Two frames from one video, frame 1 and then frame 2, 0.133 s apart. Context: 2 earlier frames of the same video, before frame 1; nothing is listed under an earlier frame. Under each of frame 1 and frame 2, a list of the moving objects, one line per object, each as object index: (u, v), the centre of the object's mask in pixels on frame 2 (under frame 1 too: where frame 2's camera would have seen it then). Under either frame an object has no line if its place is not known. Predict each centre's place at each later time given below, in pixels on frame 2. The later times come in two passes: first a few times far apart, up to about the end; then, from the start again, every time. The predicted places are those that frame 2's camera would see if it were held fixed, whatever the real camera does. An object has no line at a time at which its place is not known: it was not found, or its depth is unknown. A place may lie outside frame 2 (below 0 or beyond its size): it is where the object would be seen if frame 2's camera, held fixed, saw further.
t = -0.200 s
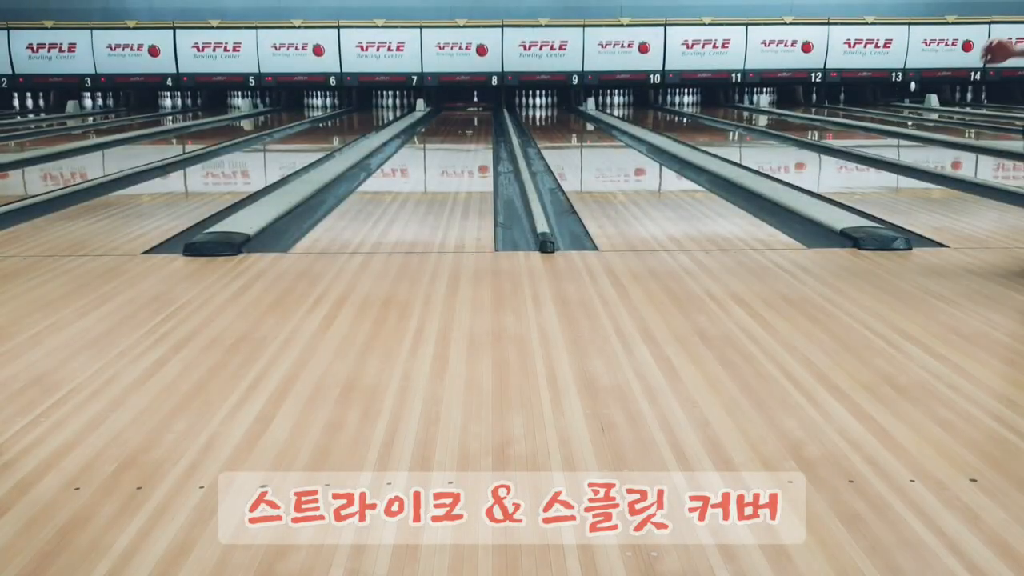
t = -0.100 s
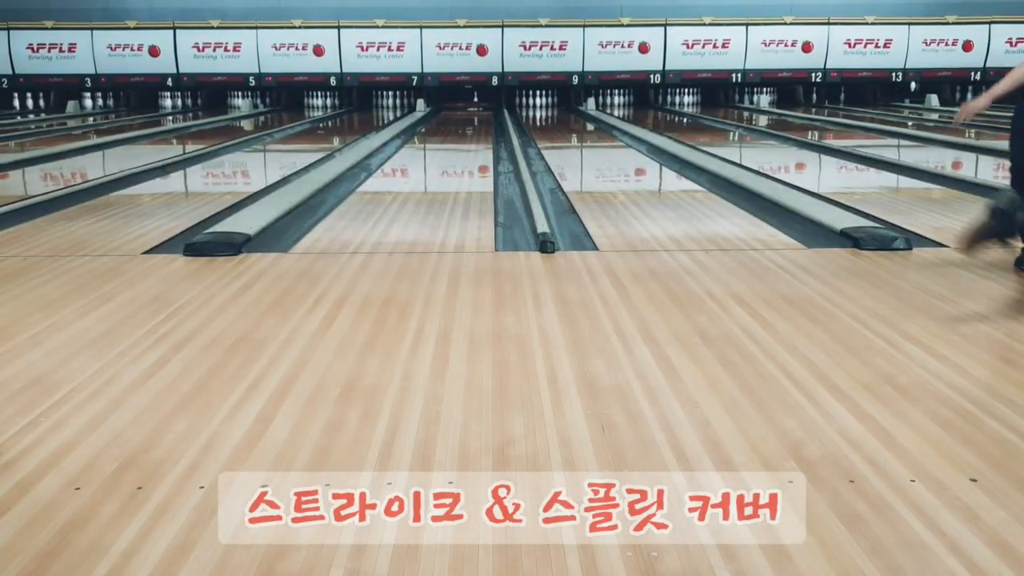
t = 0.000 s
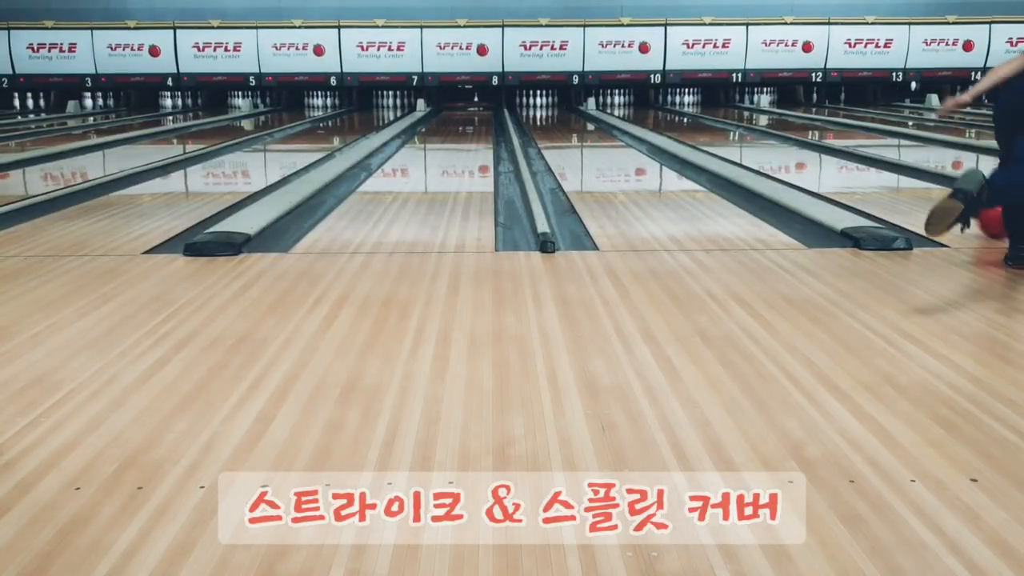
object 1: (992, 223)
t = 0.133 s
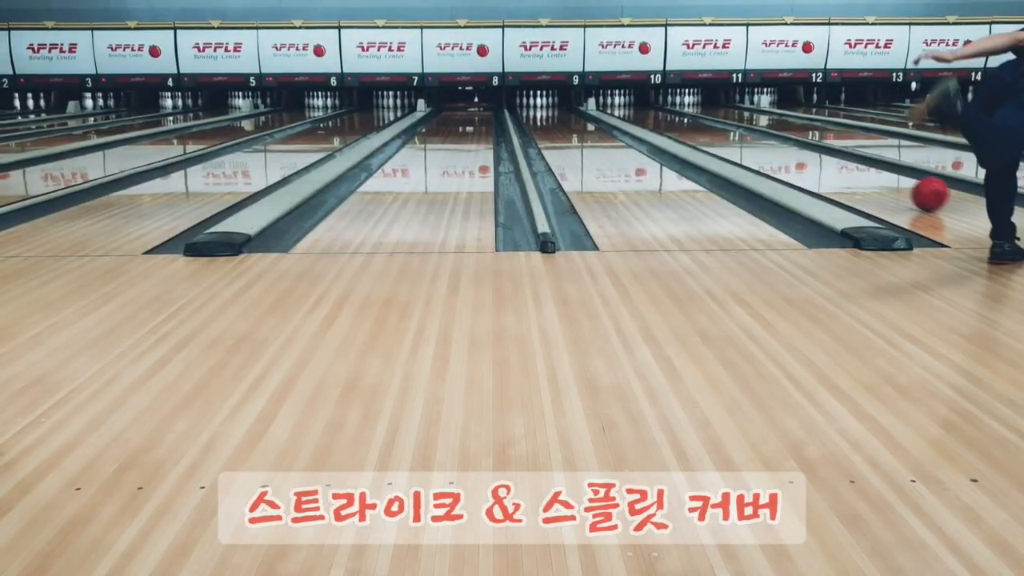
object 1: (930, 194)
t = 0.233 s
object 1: (890, 181)
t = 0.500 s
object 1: (815, 156)
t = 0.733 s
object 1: (772, 142)
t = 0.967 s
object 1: (740, 132)
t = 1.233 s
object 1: (712, 122)
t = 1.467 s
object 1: (693, 117)
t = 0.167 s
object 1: (916, 190)
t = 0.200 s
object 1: (903, 185)
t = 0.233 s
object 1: (890, 181)
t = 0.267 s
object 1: (879, 177)
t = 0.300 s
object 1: (868, 173)
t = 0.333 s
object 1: (858, 170)
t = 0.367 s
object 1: (848, 167)
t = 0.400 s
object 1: (839, 164)
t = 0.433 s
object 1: (831, 161)
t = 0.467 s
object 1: (823, 159)
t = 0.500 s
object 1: (815, 156)
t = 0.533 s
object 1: (808, 153)
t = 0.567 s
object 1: (801, 152)
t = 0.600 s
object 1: (794, 150)
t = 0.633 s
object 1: (789, 147)
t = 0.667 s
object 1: (783, 145)
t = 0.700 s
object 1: (777, 144)
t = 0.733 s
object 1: (772, 142)
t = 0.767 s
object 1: (767, 140)
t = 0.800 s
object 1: (762, 139)
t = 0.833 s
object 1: (757, 137)
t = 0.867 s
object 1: (752, 136)
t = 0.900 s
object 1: (748, 134)
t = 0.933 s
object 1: (744, 133)
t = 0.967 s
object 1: (740, 132)
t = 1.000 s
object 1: (736, 130)
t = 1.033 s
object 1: (732, 129)
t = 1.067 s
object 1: (729, 128)
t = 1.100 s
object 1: (725, 126)
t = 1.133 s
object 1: (722, 126)
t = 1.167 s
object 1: (719, 124)
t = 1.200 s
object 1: (715, 123)
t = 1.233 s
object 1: (712, 122)
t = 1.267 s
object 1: (709, 122)
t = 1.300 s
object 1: (706, 121)
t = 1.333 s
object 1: (703, 120)
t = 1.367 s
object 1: (701, 119)
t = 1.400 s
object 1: (698, 119)
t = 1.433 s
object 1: (695, 118)
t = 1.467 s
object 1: (693, 117)
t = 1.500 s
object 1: (690, 117)
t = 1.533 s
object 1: (685, 115)
